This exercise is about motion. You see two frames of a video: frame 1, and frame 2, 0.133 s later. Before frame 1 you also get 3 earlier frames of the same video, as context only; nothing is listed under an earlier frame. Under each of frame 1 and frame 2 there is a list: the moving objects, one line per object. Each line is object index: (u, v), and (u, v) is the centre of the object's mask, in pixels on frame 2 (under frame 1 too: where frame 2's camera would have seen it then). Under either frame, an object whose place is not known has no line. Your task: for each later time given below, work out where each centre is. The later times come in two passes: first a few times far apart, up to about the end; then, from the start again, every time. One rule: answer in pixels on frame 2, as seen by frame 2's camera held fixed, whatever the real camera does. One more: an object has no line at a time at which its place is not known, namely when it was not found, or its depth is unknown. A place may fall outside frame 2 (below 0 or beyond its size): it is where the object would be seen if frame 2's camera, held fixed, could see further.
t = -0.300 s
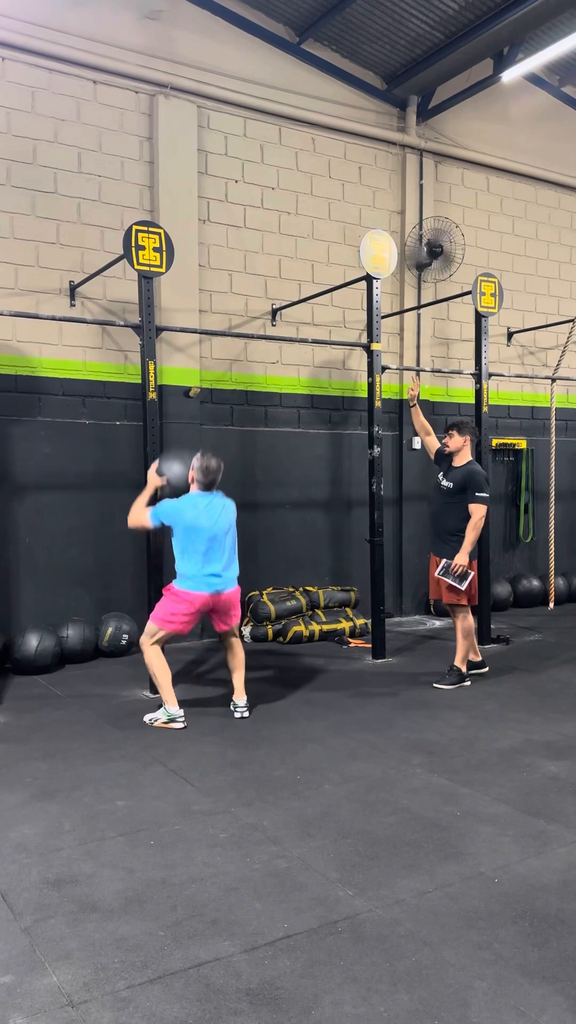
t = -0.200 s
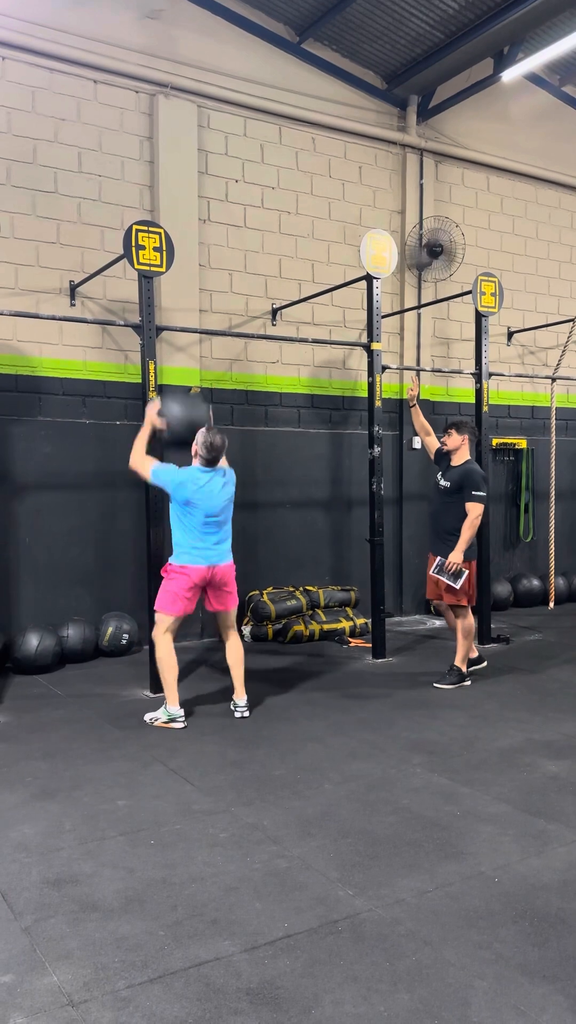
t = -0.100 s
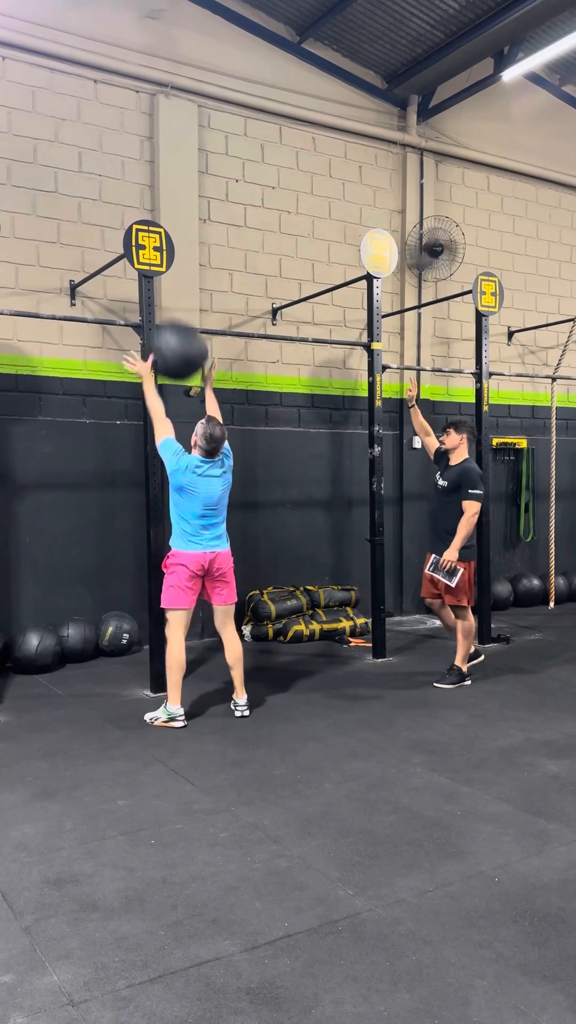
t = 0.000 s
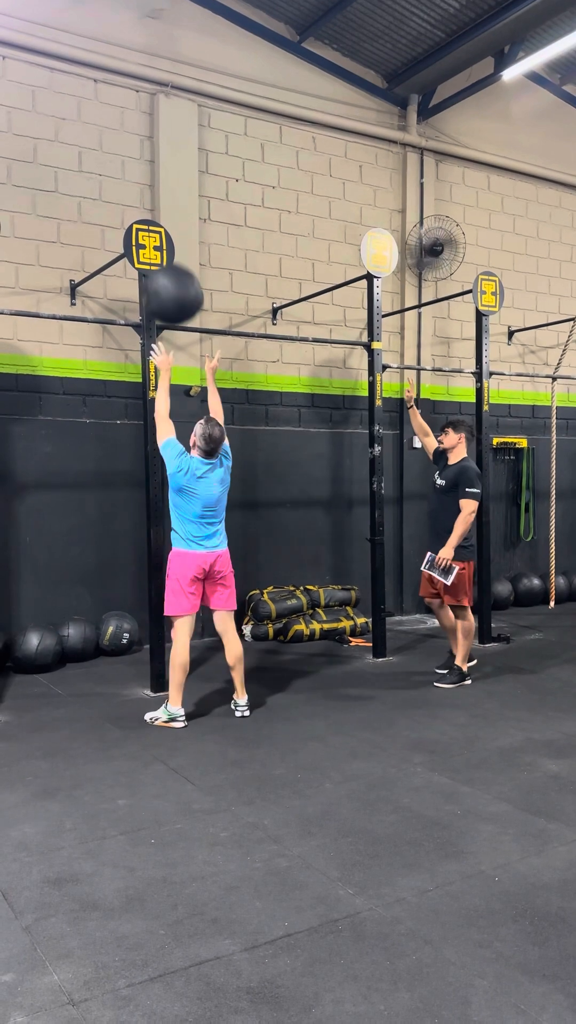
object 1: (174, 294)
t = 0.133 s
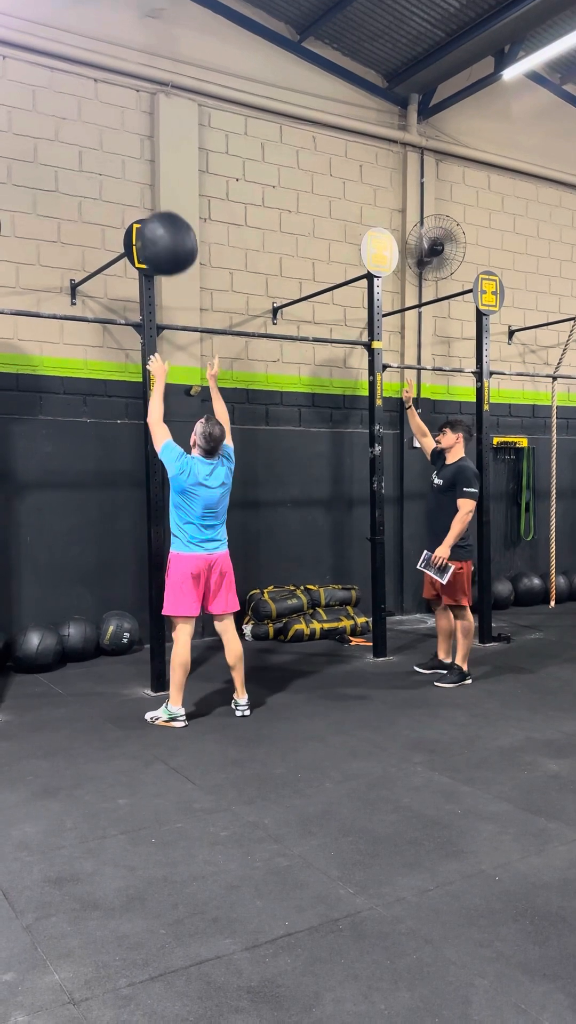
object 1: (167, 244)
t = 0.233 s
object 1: (163, 225)
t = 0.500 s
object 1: (164, 248)
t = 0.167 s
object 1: (165, 236)
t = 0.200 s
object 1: (164, 229)
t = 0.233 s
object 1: (163, 225)
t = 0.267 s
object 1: (162, 223)
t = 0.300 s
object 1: (161, 222)
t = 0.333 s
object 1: (161, 223)
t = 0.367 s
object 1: (161, 225)
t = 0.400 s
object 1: (162, 228)
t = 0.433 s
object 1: (162, 233)
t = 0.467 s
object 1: (163, 239)
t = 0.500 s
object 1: (164, 248)
